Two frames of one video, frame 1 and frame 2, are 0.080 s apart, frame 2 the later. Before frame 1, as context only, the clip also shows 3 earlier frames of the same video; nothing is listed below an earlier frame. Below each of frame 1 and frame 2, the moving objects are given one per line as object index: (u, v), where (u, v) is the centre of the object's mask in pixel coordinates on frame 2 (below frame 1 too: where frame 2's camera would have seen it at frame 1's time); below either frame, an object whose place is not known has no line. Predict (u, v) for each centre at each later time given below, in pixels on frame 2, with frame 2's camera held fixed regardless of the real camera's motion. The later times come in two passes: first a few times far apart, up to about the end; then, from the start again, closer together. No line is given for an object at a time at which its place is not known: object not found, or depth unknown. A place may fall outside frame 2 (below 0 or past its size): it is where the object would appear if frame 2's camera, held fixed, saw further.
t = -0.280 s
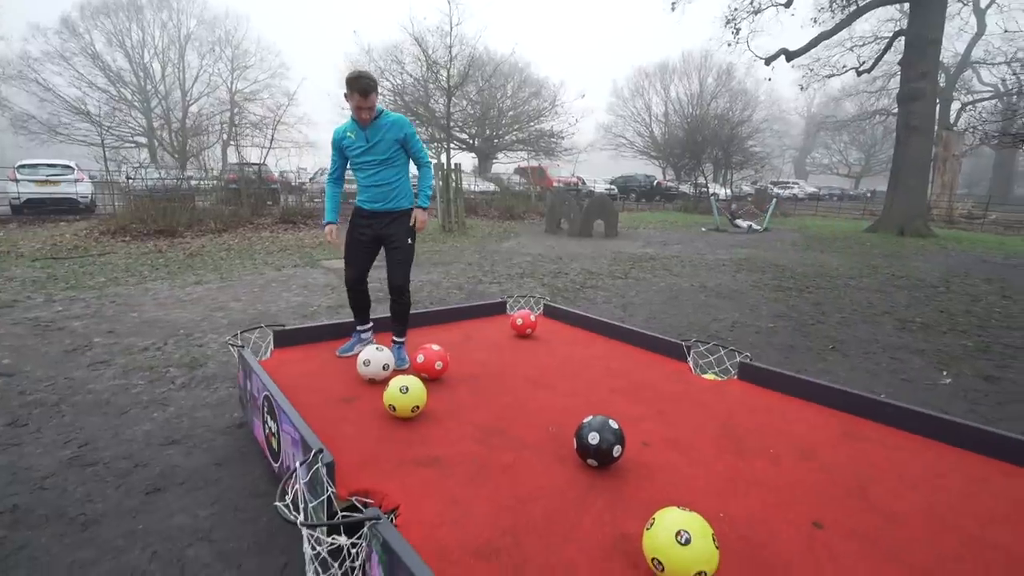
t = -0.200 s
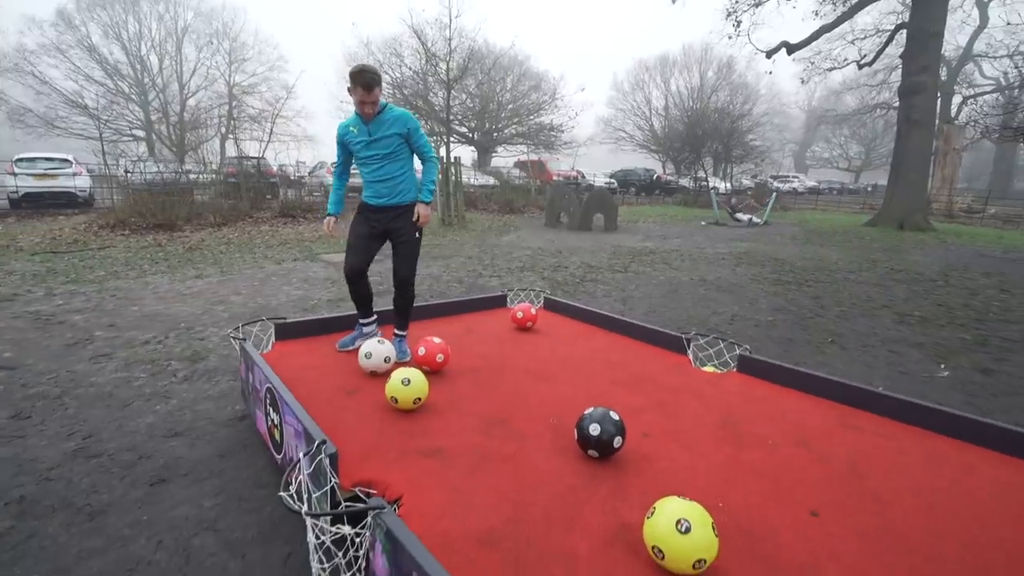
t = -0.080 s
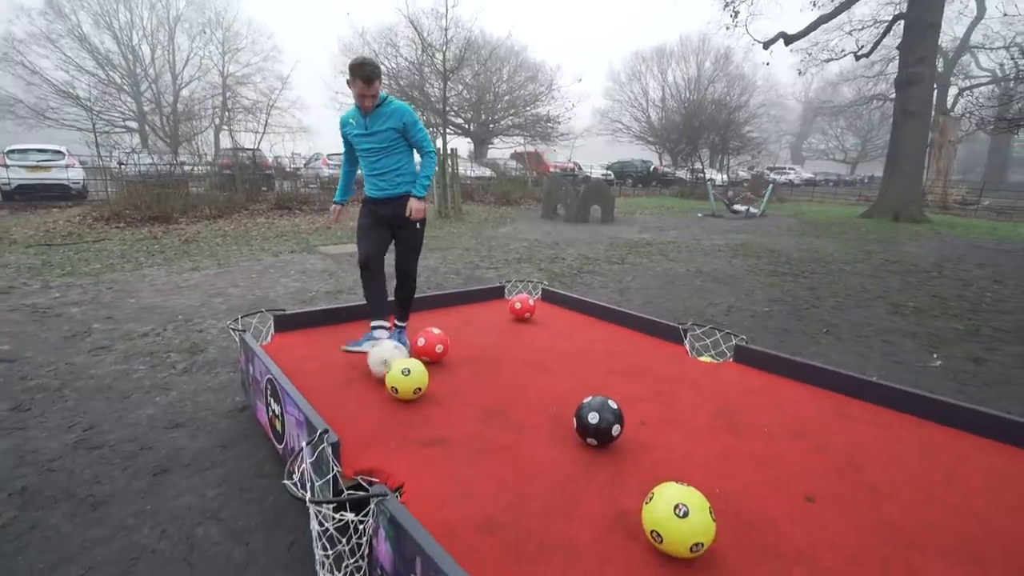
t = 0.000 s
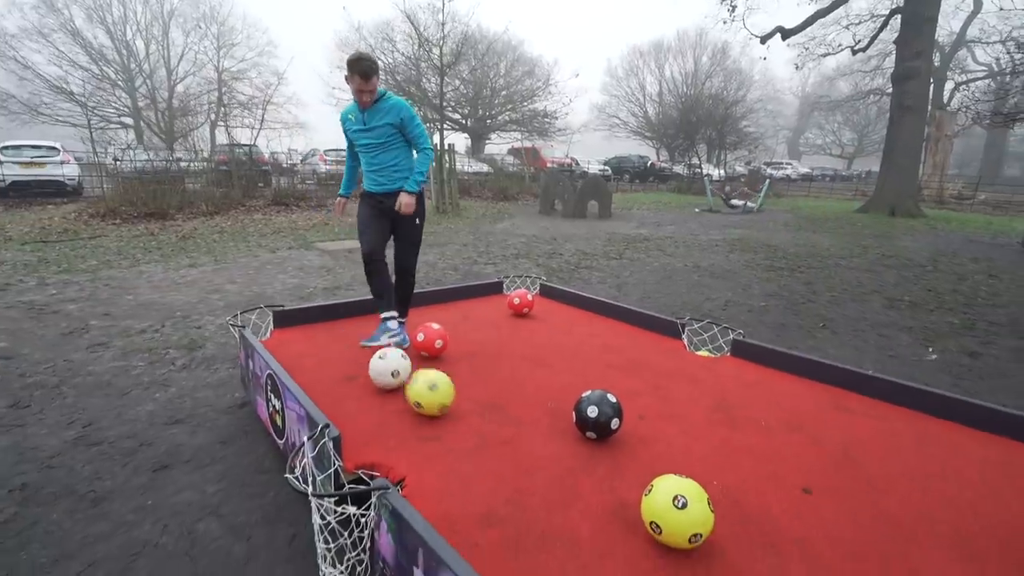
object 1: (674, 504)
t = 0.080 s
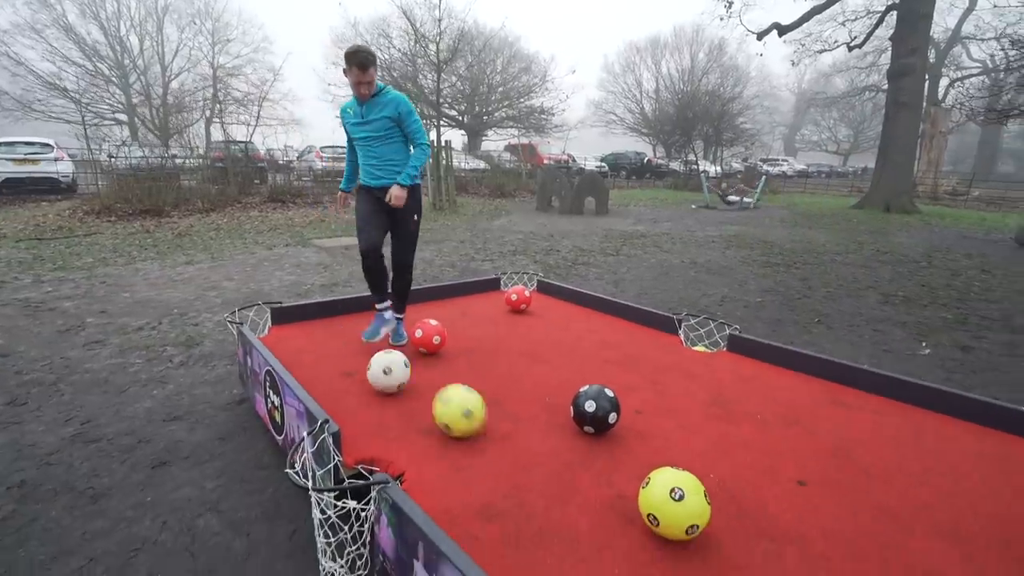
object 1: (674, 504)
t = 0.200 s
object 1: (674, 503)
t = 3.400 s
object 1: (673, 490)
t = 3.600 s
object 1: (672, 483)
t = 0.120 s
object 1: (674, 503)
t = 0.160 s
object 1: (674, 504)
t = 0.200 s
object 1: (674, 503)
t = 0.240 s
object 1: (674, 504)
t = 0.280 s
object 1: (674, 503)
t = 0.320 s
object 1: (674, 503)
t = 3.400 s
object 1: (673, 490)
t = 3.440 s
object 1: (673, 488)
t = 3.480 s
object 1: (671, 481)
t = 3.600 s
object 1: (672, 483)
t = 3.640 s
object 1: (673, 486)
